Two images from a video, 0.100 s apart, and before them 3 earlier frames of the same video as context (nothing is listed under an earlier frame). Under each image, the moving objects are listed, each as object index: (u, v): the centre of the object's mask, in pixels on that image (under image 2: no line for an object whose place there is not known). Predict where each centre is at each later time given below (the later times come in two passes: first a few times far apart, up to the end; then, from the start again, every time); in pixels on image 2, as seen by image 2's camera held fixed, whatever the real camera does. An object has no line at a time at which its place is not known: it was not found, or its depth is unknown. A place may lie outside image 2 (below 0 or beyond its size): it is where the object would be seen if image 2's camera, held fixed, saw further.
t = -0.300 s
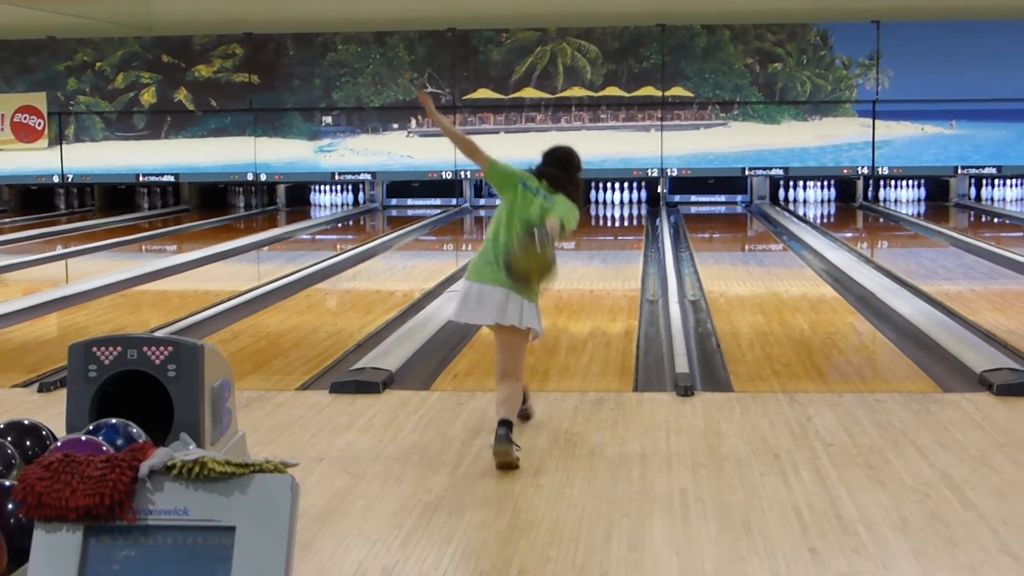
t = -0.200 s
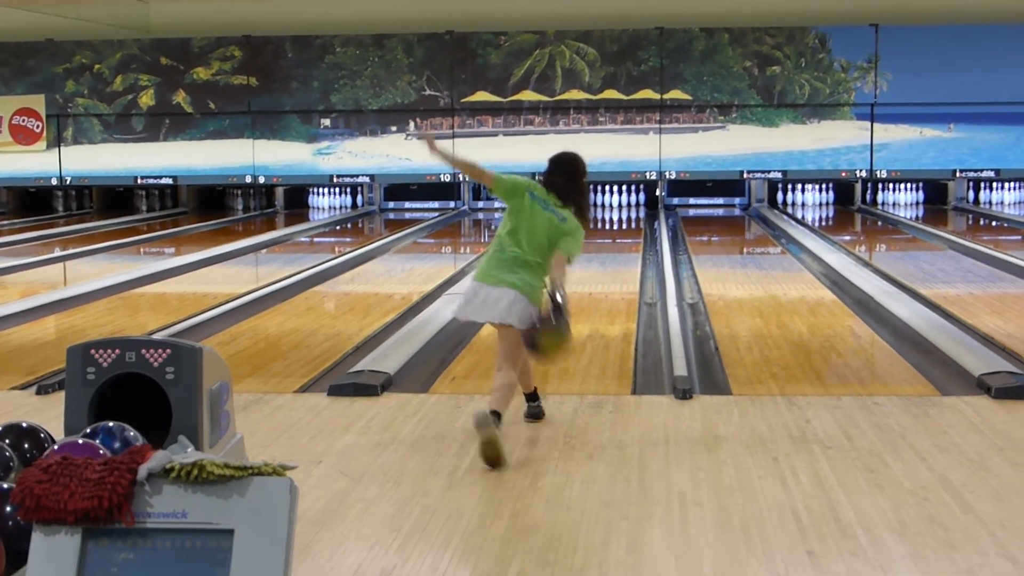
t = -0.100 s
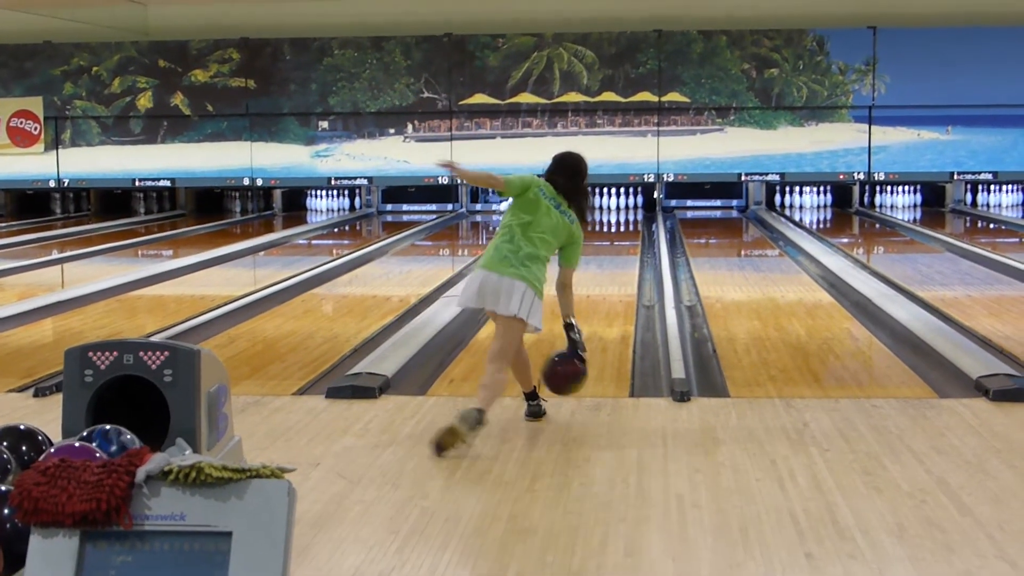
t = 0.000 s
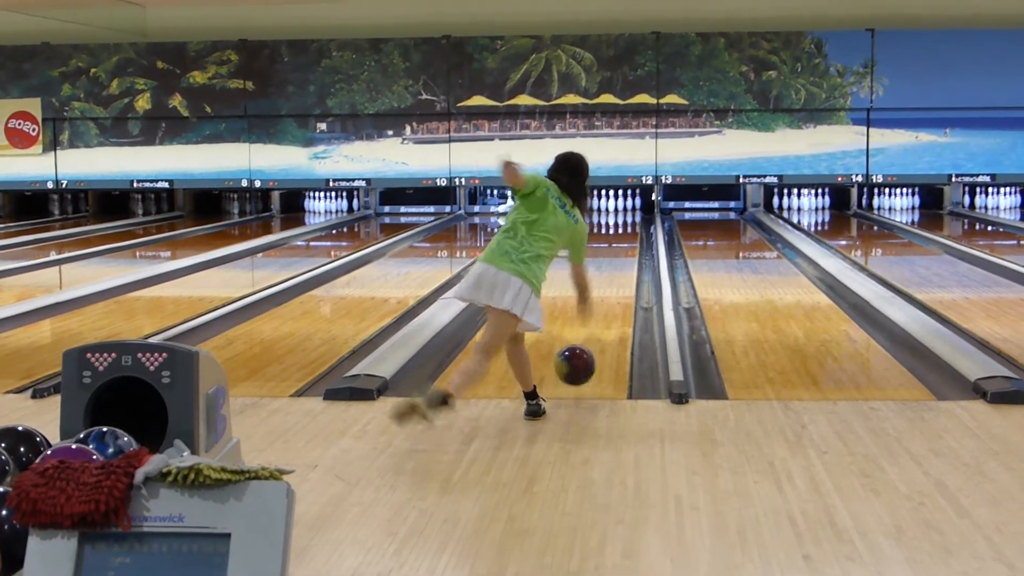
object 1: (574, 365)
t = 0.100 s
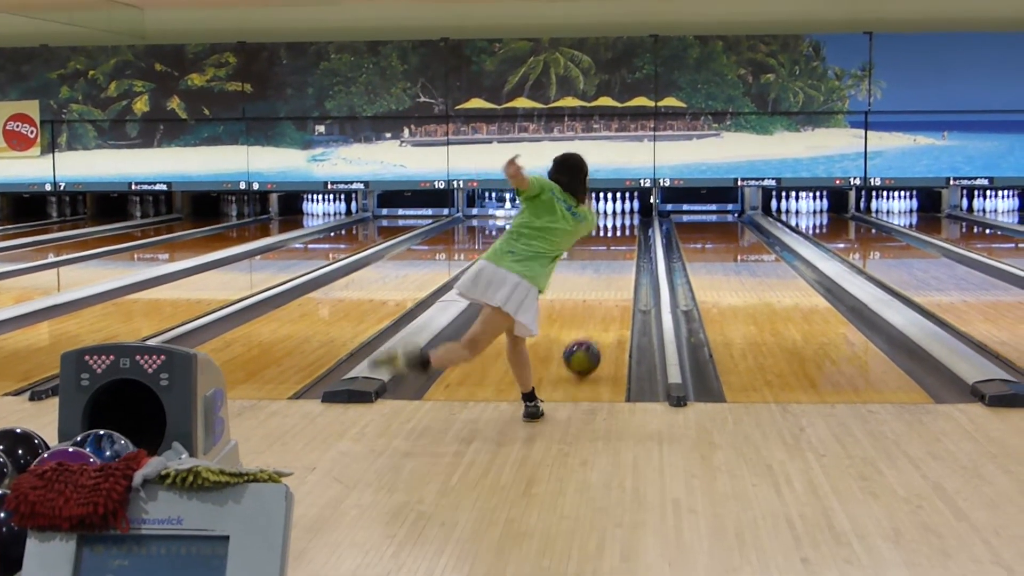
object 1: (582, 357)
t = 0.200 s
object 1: (589, 340)
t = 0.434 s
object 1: (602, 308)
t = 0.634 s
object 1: (610, 288)
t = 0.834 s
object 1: (616, 272)
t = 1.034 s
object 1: (620, 260)
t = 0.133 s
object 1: (584, 352)
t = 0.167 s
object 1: (587, 346)
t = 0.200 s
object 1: (589, 340)
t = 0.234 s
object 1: (591, 335)
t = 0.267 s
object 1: (593, 330)
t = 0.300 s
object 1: (595, 325)
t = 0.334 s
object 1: (597, 321)
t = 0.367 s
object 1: (599, 317)
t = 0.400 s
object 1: (600, 312)
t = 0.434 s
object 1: (602, 308)
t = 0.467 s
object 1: (603, 304)
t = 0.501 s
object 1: (605, 301)
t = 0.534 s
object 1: (606, 297)
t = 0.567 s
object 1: (607, 294)
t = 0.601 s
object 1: (608, 291)
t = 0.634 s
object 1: (610, 288)
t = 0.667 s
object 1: (611, 285)
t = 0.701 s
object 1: (612, 282)
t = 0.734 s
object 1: (613, 280)
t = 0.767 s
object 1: (614, 277)
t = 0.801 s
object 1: (615, 275)
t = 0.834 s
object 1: (616, 272)
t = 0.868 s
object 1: (617, 270)
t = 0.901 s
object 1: (618, 268)
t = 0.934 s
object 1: (618, 266)
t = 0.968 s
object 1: (619, 263)
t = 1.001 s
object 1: (619, 261)
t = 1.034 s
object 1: (620, 260)
